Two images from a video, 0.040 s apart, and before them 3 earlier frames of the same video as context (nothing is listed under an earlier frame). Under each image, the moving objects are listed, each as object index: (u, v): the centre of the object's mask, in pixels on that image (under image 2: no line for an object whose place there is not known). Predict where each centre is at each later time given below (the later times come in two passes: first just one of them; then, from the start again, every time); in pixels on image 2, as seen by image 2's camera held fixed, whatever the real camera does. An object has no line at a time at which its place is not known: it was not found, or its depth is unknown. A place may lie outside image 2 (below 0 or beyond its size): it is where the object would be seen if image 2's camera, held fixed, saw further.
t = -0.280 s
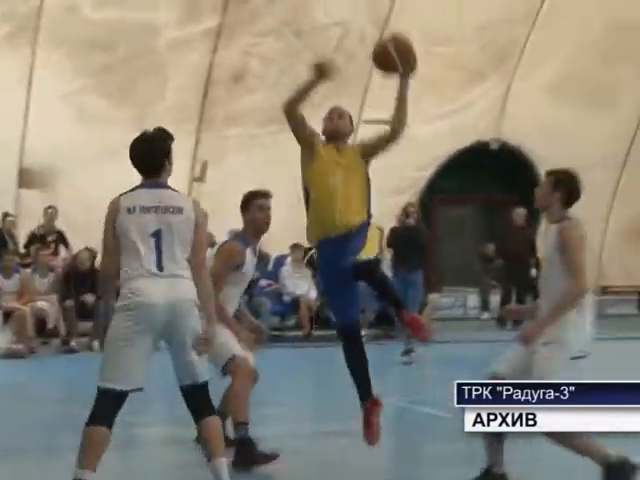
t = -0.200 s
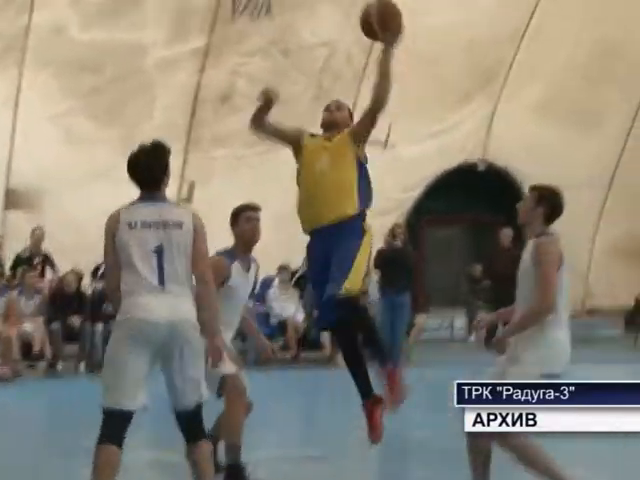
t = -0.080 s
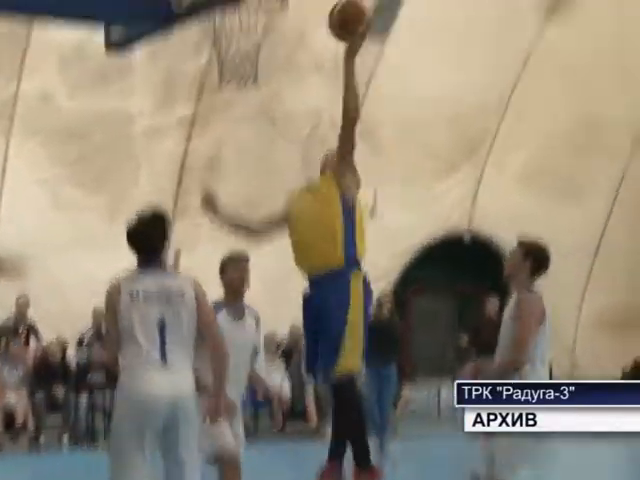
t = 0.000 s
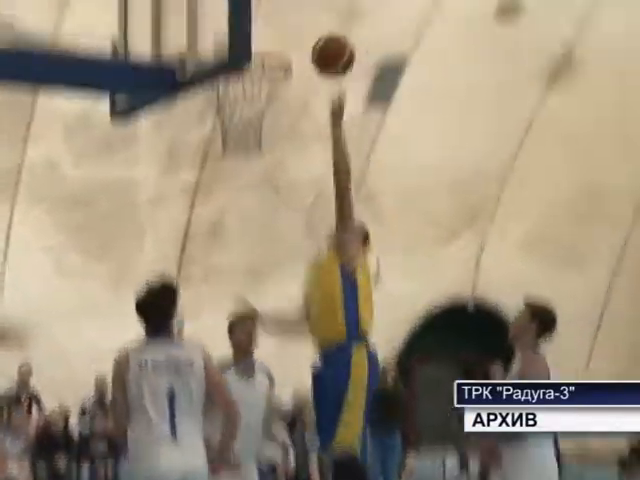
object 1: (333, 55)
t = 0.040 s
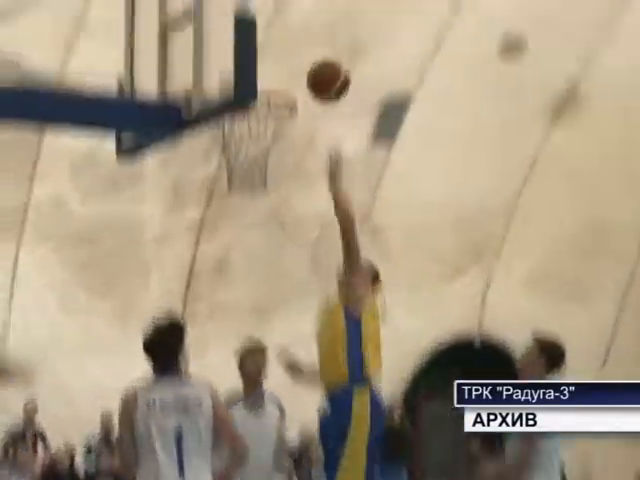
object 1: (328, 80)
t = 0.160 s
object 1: (299, 66)
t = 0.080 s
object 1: (318, 70)
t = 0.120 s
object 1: (309, 65)
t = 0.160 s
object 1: (299, 66)
